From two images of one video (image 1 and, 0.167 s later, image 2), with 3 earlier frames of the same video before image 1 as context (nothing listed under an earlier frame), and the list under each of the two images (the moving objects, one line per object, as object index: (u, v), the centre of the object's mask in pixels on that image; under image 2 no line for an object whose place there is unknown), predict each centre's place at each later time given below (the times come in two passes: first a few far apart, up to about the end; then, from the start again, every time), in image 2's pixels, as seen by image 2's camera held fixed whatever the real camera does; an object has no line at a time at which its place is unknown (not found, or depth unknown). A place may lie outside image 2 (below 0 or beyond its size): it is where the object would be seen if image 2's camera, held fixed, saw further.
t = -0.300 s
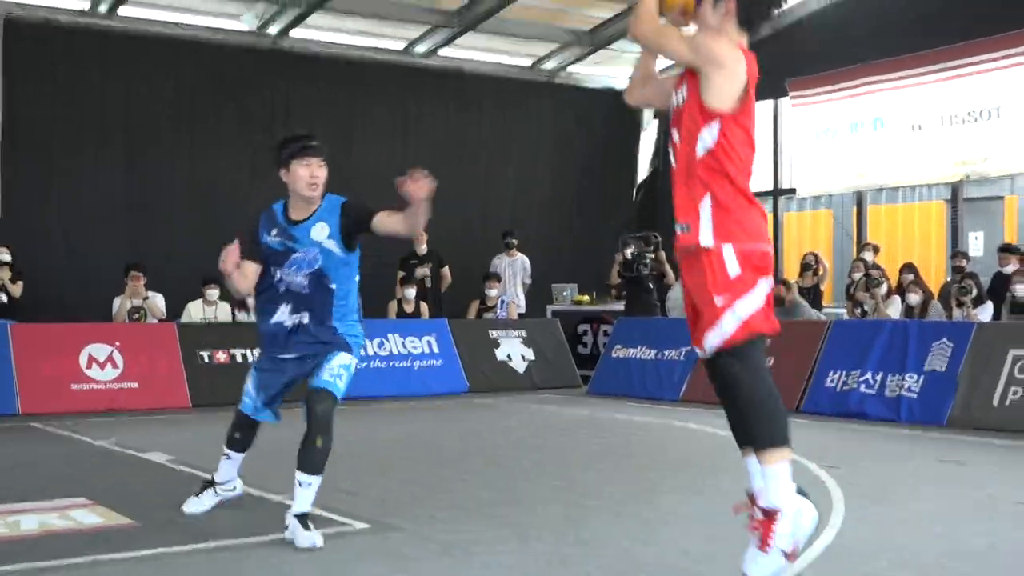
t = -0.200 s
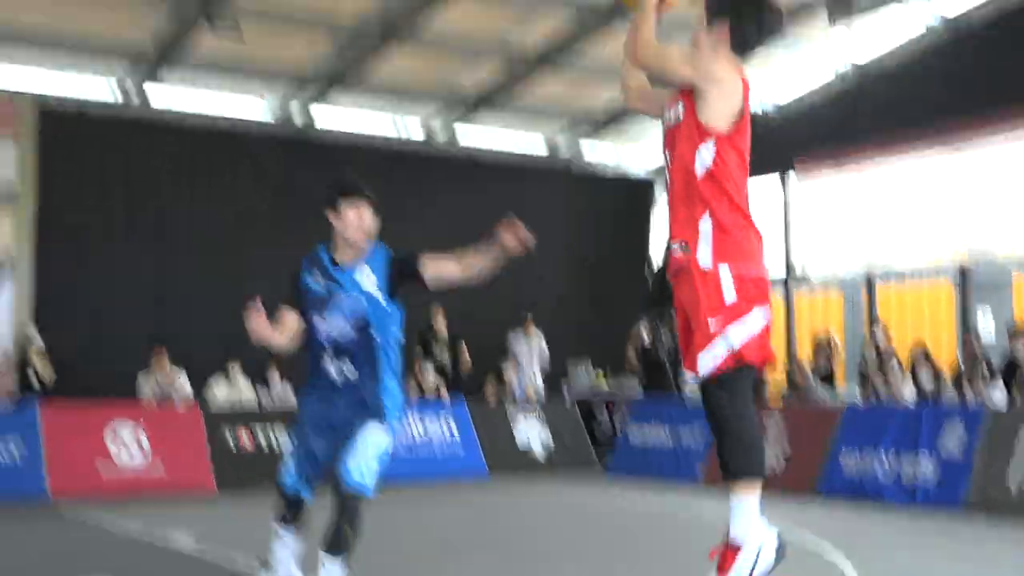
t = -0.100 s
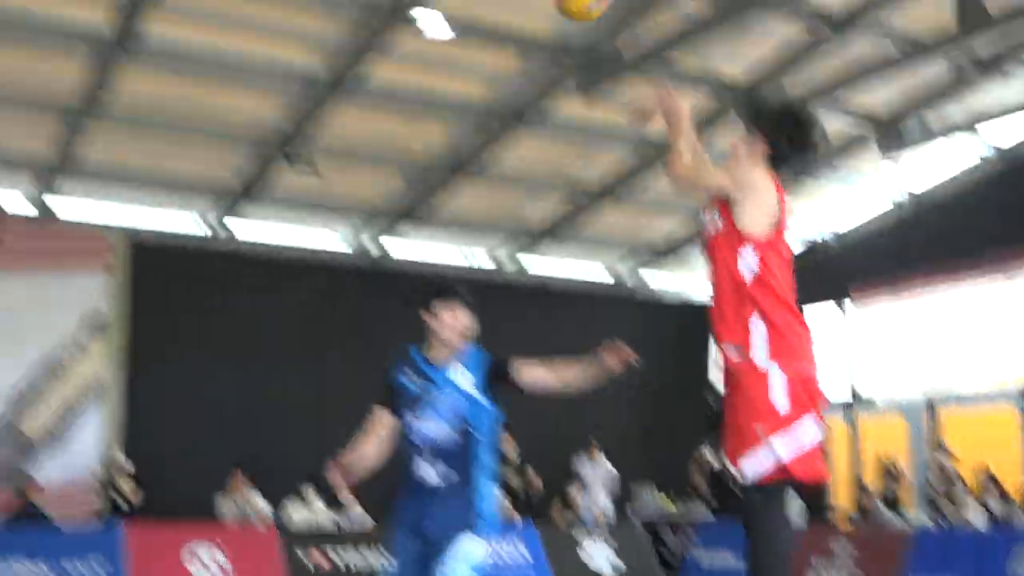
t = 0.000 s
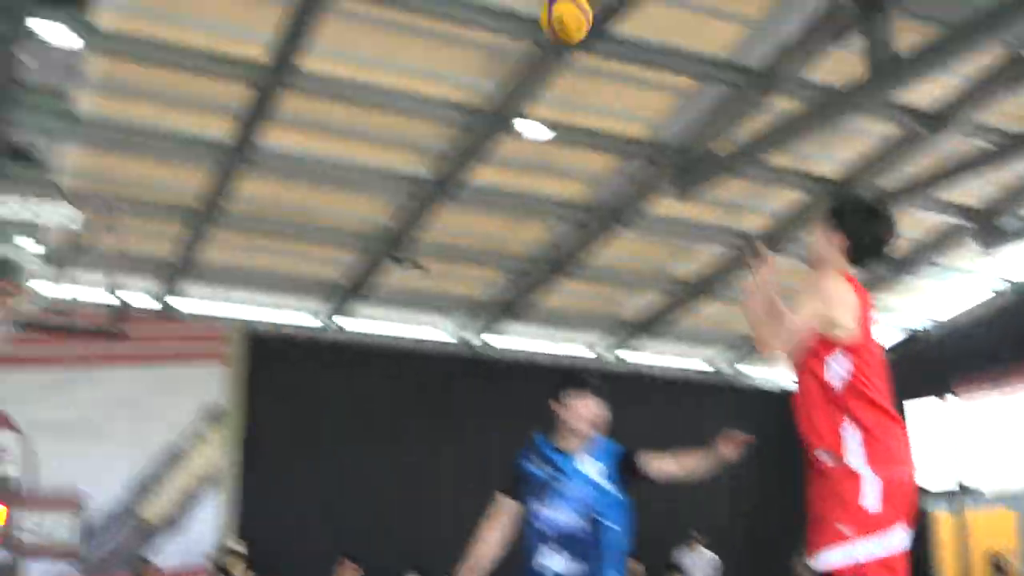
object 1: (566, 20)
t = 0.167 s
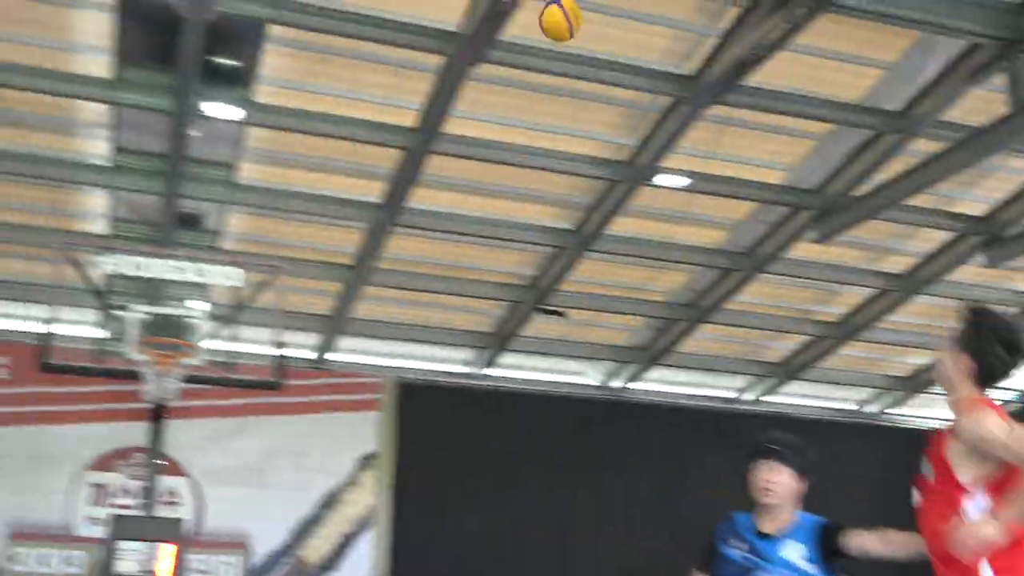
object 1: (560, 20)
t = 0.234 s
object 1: (515, 13)
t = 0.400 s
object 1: (424, 29)
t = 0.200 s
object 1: (537, 15)
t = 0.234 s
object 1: (515, 13)
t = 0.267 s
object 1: (494, 12)
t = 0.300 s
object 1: (475, 14)
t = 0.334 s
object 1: (457, 17)
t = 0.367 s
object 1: (440, 22)
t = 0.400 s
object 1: (424, 29)
